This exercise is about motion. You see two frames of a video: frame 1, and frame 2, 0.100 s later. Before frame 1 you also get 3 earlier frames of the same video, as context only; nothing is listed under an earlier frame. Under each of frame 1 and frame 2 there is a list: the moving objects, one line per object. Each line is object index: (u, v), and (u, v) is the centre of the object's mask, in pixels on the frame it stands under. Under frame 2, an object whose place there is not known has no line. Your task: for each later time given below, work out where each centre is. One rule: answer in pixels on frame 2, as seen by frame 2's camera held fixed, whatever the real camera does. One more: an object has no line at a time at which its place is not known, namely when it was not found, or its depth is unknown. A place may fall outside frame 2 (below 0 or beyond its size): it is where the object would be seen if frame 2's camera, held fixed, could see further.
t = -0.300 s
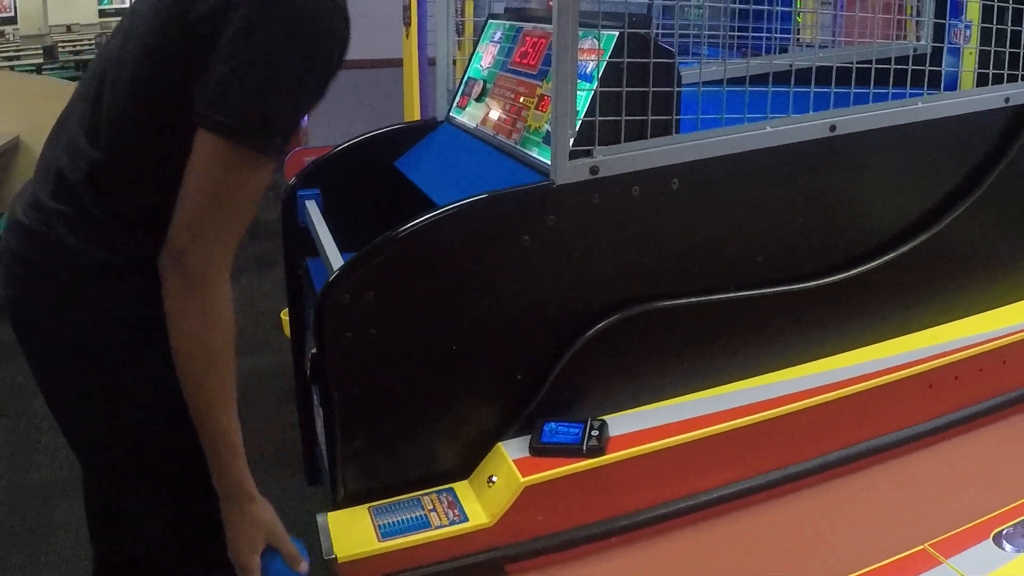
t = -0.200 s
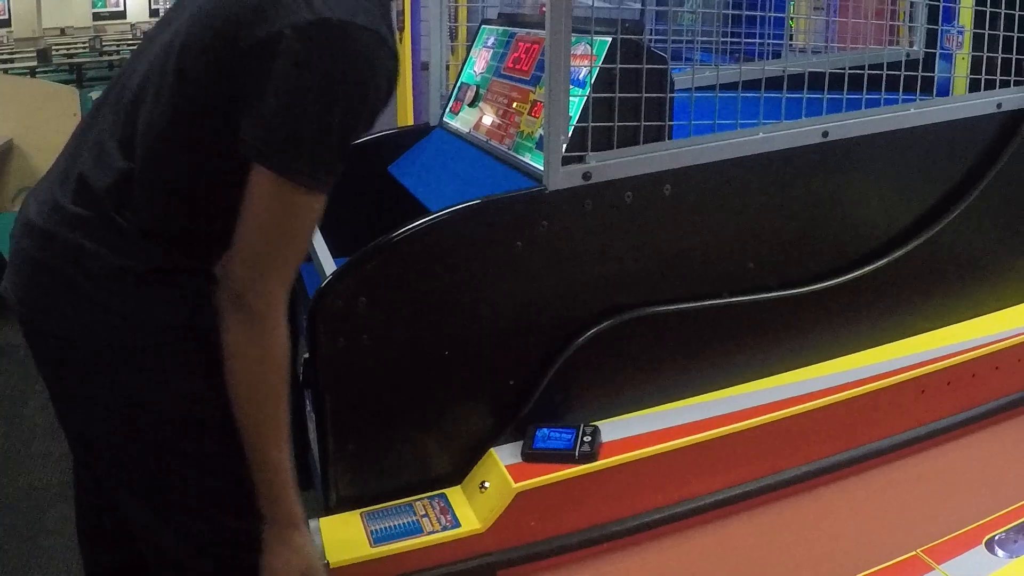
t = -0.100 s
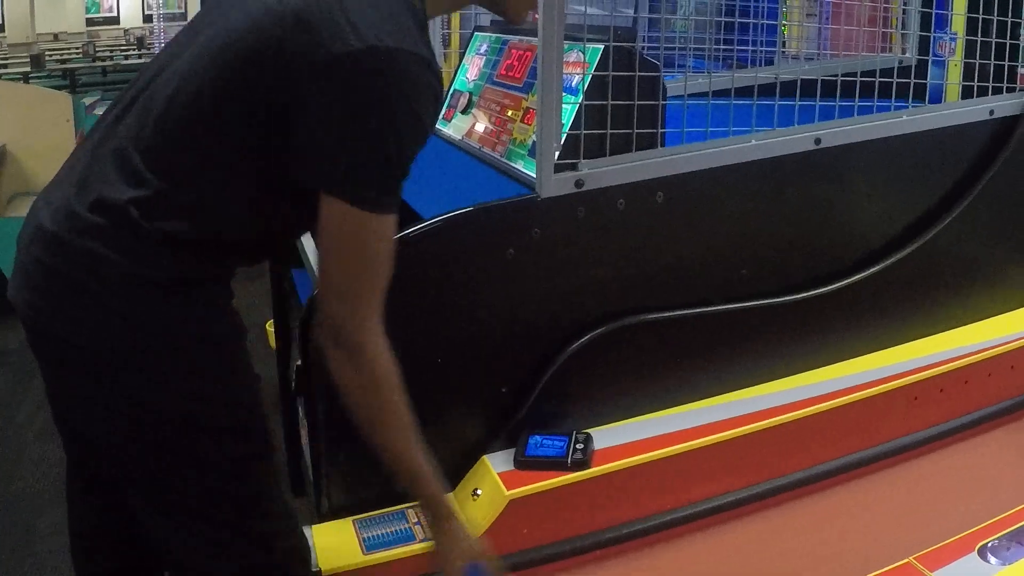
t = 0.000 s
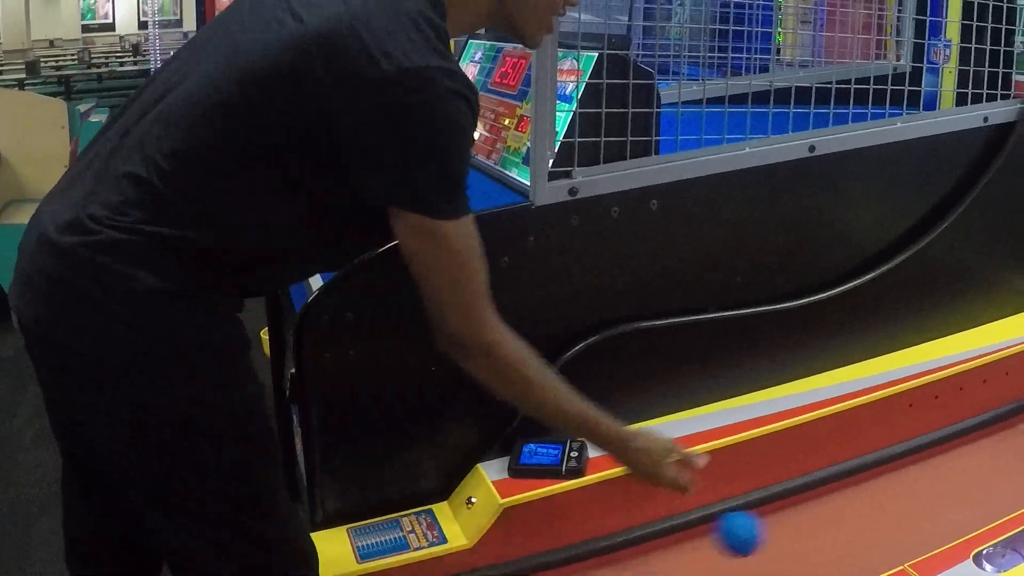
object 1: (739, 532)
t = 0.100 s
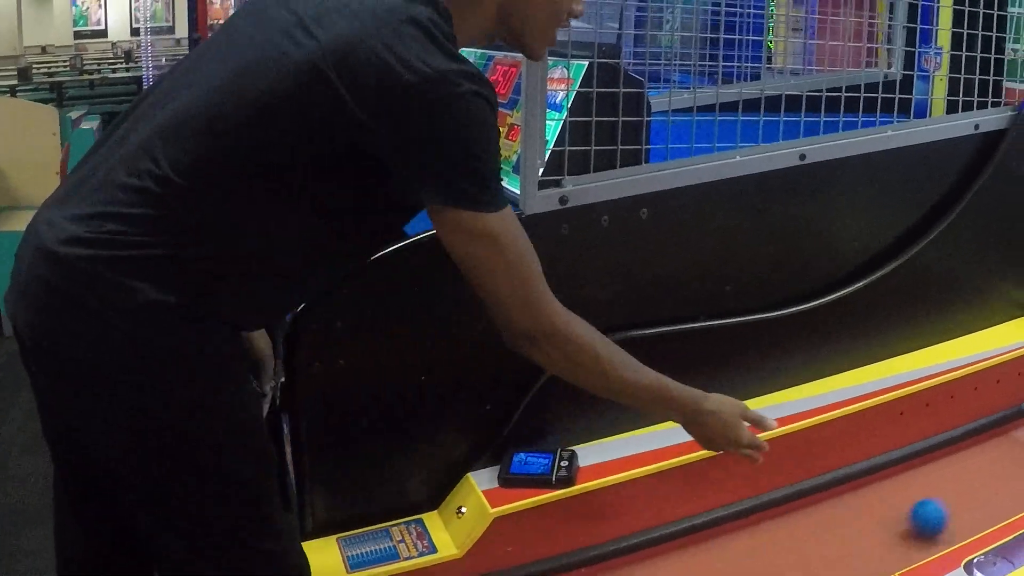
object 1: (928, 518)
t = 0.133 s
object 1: (977, 490)
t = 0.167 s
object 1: (1019, 468)
